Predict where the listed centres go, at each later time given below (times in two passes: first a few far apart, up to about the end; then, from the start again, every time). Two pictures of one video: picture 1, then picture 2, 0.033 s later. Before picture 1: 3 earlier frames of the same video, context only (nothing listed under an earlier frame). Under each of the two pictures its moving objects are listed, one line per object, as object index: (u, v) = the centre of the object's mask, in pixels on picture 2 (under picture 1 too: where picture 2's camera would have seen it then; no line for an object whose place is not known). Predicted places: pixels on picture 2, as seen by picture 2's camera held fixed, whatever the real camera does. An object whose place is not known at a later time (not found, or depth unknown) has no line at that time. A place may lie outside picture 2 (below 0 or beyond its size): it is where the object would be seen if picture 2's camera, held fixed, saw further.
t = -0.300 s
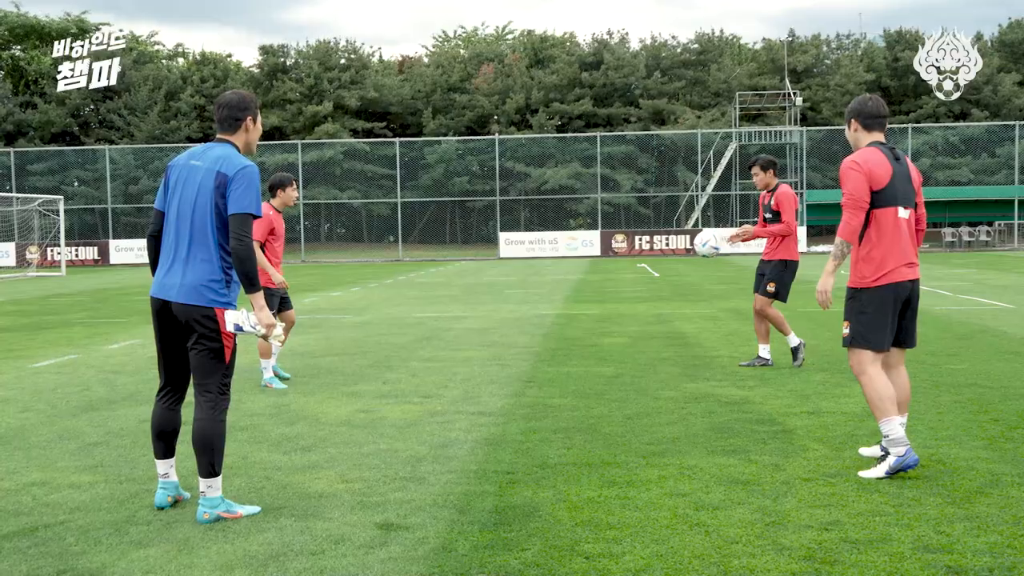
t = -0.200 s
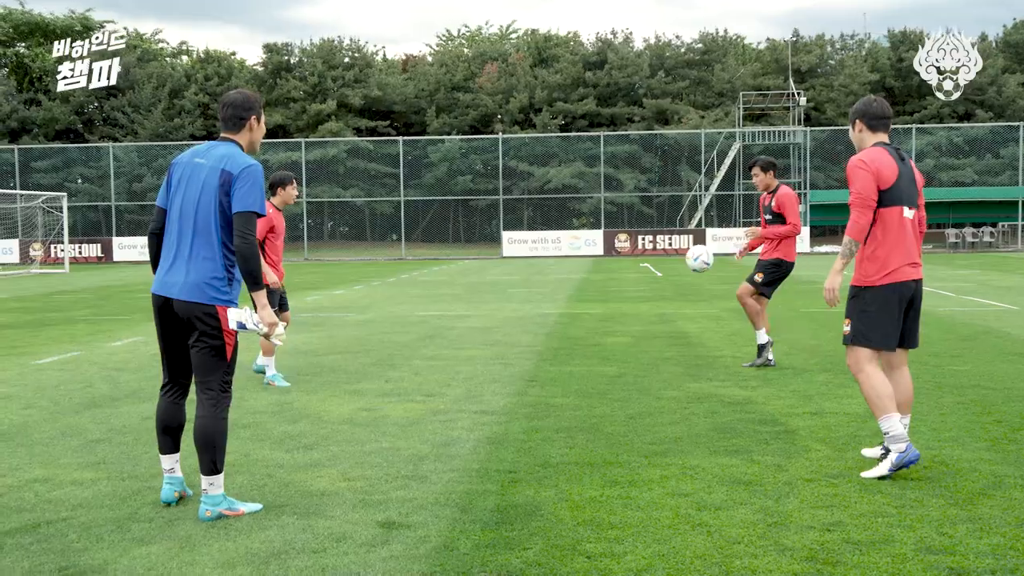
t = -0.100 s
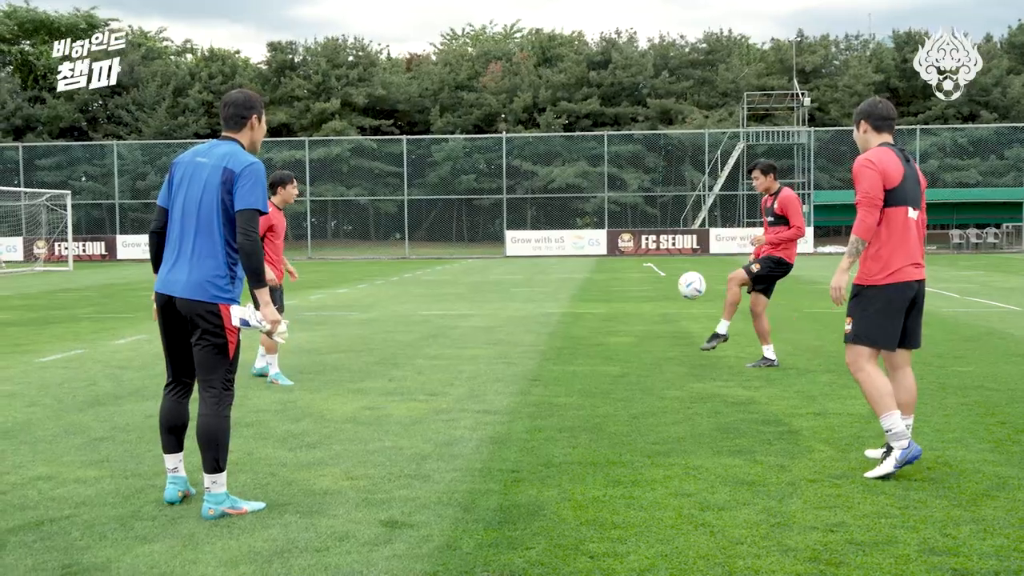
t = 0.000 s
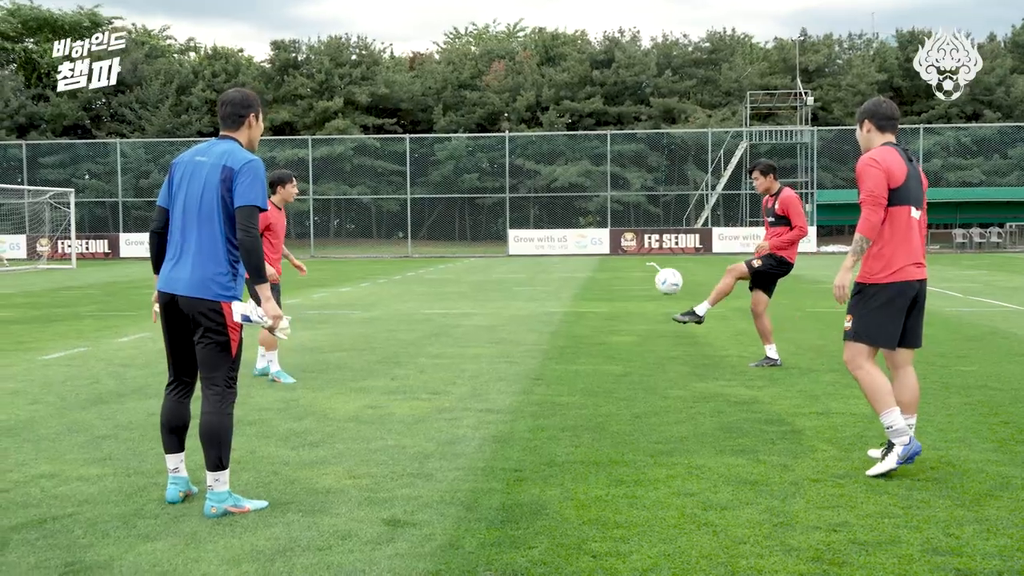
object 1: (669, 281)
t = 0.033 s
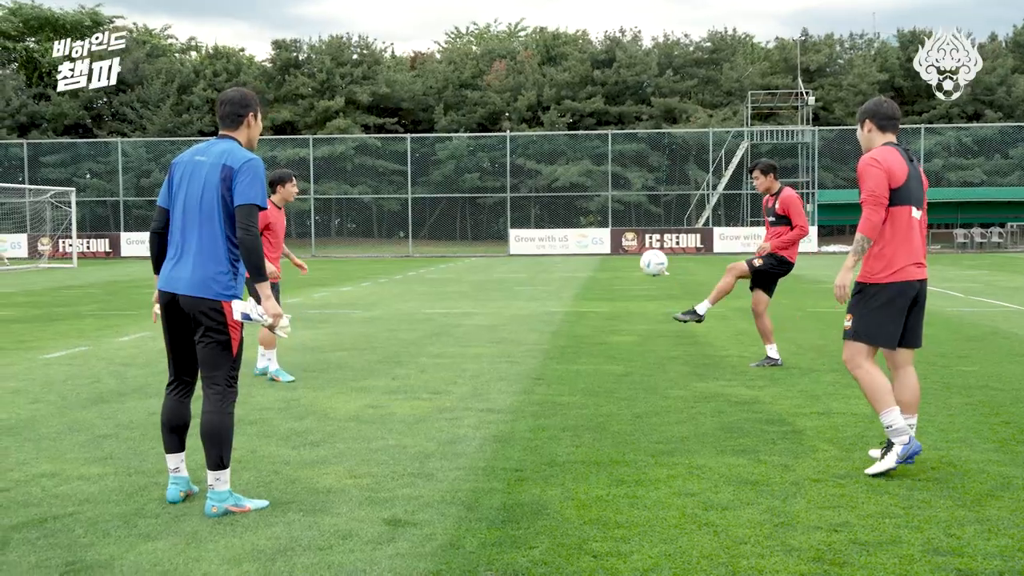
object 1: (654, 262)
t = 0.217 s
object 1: (569, 185)
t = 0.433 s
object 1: (472, 145)
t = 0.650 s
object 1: (380, 162)
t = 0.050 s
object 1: (646, 253)
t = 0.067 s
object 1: (637, 245)
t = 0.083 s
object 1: (630, 238)
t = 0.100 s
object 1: (622, 230)
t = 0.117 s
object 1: (615, 222)
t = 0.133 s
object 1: (607, 215)
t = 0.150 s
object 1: (599, 209)
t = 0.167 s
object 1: (591, 202)
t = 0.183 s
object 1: (584, 196)
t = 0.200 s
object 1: (576, 190)
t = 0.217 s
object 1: (569, 185)
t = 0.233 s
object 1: (561, 180)
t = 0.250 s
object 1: (553, 175)
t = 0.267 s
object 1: (546, 171)
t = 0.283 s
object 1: (538, 166)
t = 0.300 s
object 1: (531, 163)
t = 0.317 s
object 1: (523, 160)
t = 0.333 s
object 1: (516, 157)
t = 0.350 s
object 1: (509, 154)
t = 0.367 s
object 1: (501, 152)
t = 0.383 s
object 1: (494, 150)
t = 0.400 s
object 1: (486, 148)
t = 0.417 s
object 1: (479, 147)
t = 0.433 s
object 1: (472, 145)
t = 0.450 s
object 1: (465, 145)
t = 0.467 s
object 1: (457, 145)
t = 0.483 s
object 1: (450, 144)
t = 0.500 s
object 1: (443, 145)
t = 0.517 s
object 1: (436, 146)
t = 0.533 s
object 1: (429, 147)
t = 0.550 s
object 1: (422, 148)
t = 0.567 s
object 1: (415, 149)
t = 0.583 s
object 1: (408, 152)
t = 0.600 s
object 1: (401, 154)
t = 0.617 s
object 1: (394, 156)
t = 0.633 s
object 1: (387, 159)
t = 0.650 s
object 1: (380, 162)
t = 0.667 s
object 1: (373, 166)
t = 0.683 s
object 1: (366, 170)
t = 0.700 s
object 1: (359, 175)
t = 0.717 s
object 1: (353, 179)
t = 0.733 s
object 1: (346, 184)
